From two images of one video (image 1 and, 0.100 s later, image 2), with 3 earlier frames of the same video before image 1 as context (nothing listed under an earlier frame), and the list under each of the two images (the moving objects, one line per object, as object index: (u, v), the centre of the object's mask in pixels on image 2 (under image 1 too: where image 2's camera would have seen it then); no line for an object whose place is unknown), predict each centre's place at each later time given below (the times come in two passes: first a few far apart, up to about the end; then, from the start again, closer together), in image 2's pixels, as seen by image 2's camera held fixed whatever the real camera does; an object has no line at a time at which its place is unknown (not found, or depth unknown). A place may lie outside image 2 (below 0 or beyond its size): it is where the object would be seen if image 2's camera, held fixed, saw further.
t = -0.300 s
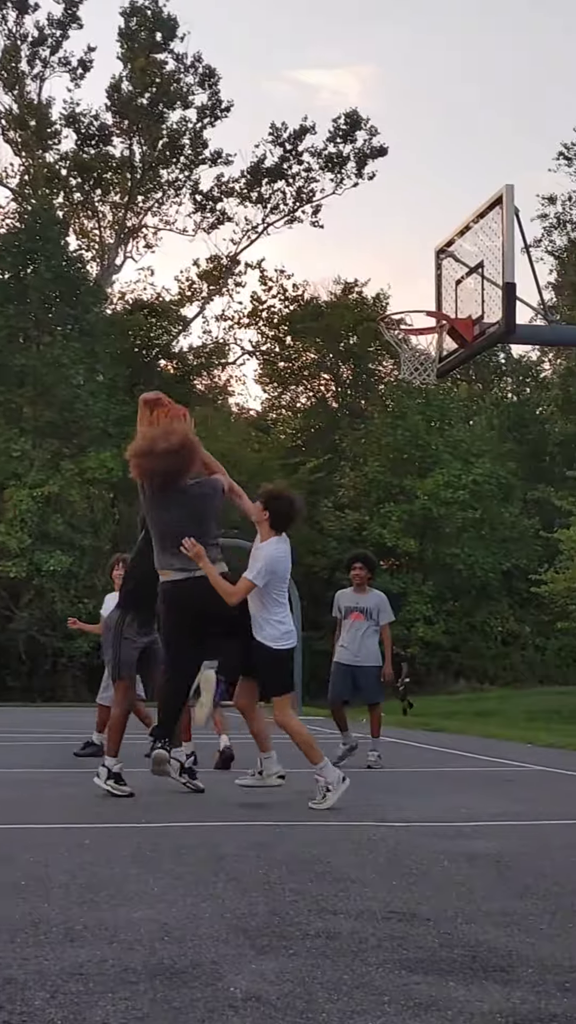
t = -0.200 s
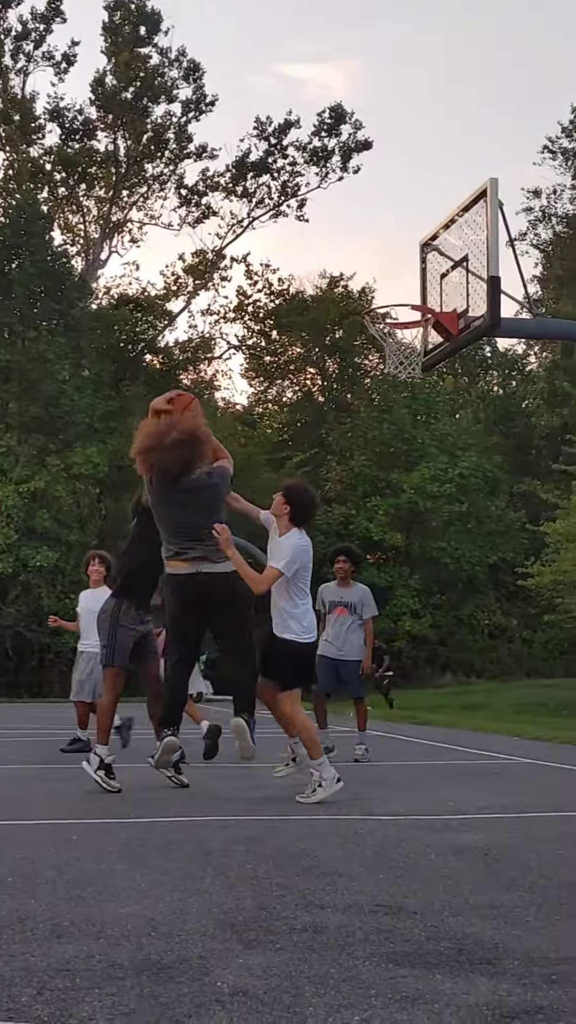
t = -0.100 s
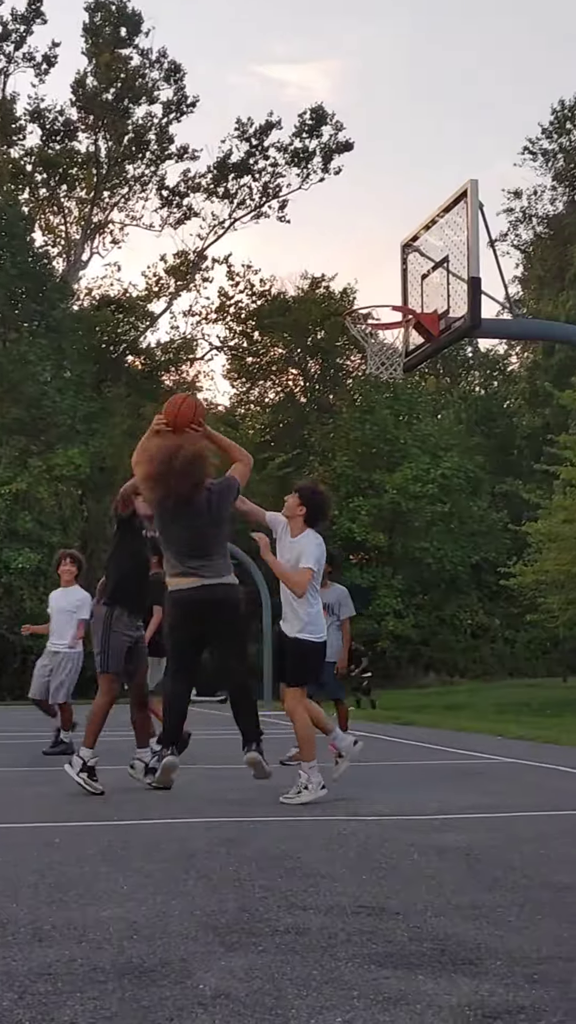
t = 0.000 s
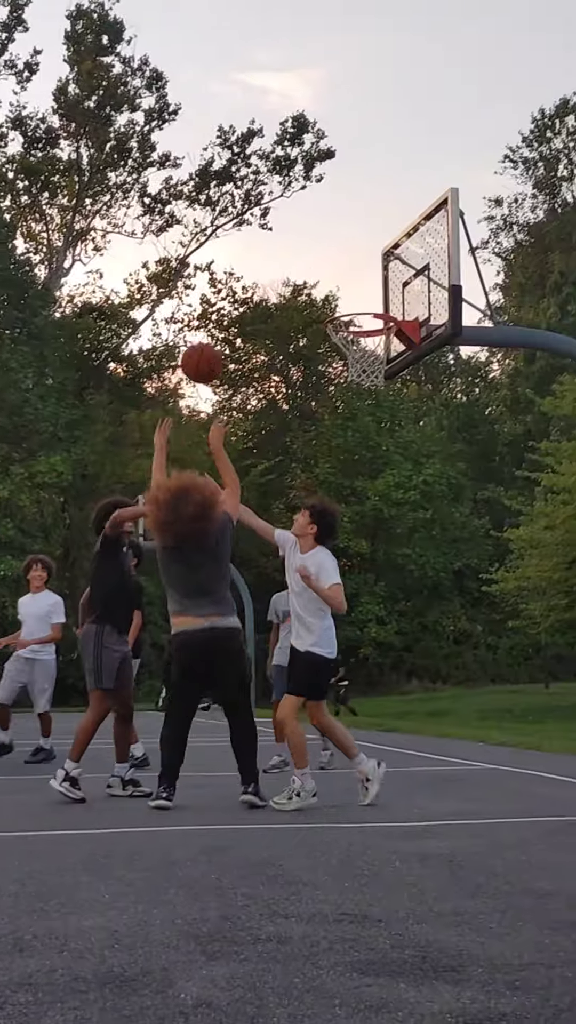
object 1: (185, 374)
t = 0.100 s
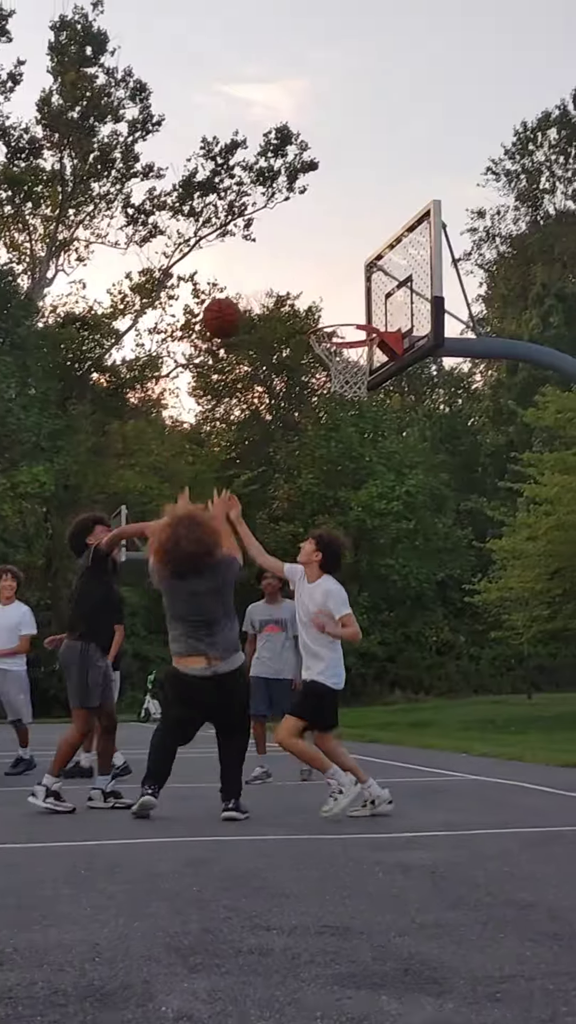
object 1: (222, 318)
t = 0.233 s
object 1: (268, 273)
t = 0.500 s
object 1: (350, 268)
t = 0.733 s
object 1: (331, 331)
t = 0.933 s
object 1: (299, 363)
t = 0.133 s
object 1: (234, 304)
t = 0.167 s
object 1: (246, 292)
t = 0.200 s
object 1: (257, 281)
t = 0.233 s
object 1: (268, 273)
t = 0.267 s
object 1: (279, 267)
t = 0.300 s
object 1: (290, 262)
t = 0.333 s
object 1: (300, 259)
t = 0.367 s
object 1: (311, 258)
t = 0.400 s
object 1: (321, 258)
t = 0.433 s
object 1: (331, 260)
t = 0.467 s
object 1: (340, 263)
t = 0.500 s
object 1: (350, 268)
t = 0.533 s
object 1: (363, 278)
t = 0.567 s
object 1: (368, 281)
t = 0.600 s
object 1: (371, 289)
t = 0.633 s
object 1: (362, 297)
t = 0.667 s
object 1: (354, 305)
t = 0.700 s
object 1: (344, 315)
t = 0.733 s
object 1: (331, 331)
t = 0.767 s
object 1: (328, 332)
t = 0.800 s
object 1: (324, 333)
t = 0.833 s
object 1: (315, 339)
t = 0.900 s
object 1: (301, 355)
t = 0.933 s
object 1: (299, 363)
